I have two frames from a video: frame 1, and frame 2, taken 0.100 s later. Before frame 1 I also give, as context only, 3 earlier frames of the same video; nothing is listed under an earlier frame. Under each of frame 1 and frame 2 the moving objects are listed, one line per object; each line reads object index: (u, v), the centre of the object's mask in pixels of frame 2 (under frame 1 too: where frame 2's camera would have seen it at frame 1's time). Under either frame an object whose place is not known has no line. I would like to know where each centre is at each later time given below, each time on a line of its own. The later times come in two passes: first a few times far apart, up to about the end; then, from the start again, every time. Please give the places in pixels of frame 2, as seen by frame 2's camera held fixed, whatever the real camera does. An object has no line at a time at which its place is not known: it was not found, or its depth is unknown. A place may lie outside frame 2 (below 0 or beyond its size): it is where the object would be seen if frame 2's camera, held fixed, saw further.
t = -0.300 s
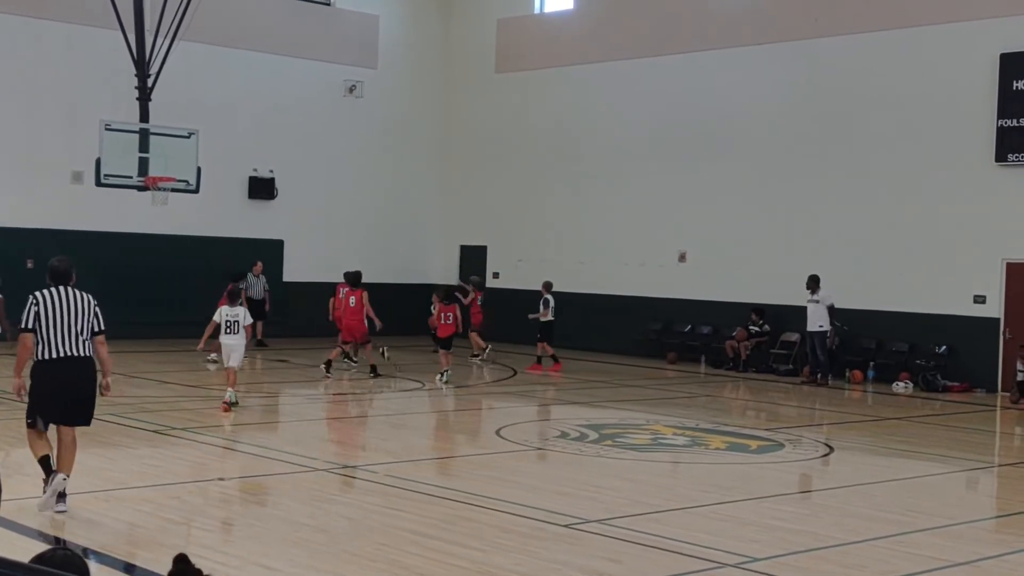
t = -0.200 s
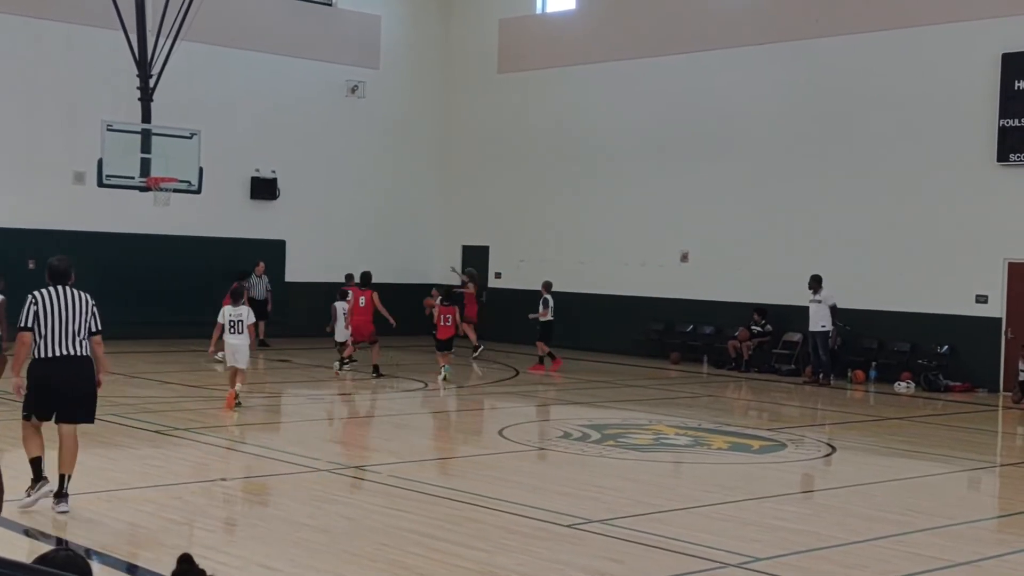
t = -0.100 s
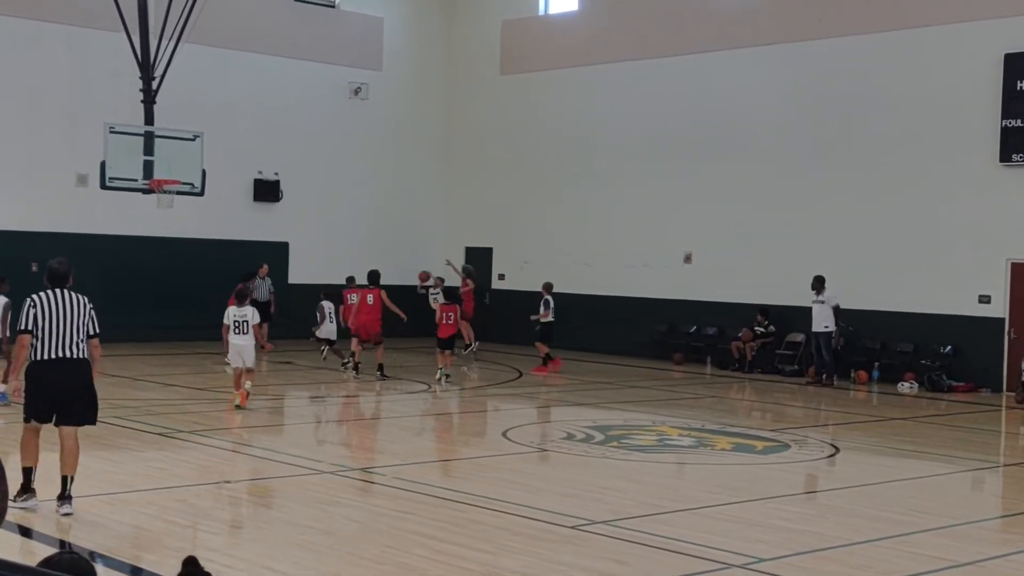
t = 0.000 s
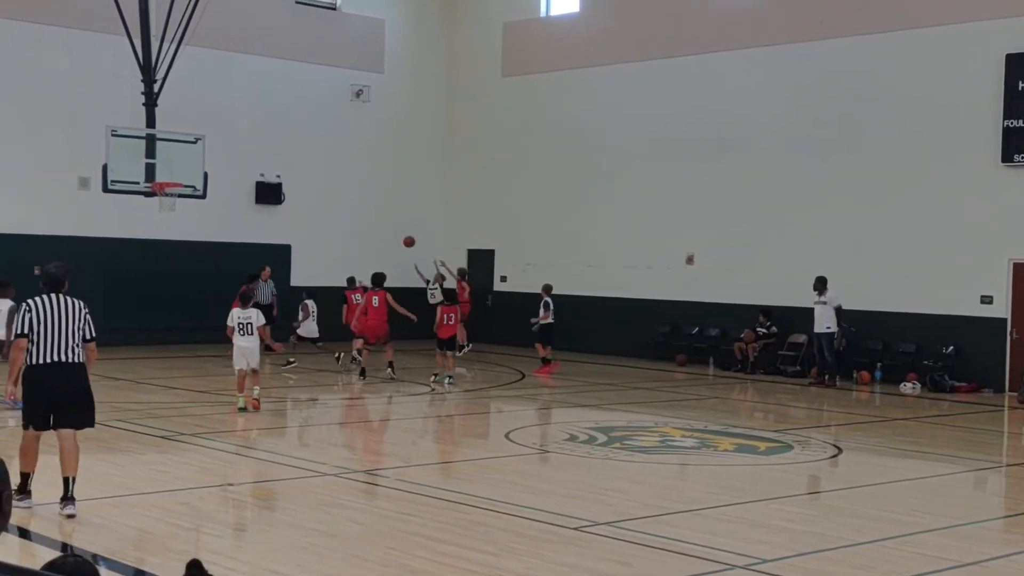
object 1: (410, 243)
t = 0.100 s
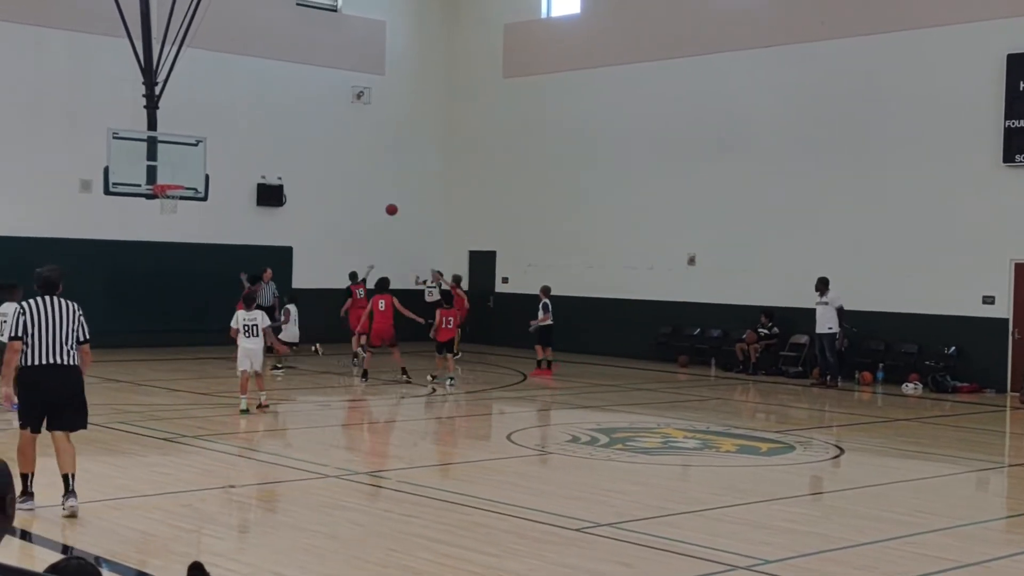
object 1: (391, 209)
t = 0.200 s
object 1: (372, 180)
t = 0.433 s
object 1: (327, 131)
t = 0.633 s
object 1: (285, 110)
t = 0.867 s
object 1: (234, 112)
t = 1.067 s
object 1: (194, 133)
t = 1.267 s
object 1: (183, 151)
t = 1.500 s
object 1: (168, 204)
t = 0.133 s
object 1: (385, 199)
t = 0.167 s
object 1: (379, 189)
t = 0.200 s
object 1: (372, 180)
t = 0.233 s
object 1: (366, 172)
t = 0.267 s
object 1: (360, 164)
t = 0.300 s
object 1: (353, 156)
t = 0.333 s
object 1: (347, 149)
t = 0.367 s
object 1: (340, 142)
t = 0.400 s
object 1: (333, 136)
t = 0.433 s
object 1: (327, 131)
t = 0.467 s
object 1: (320, 126)
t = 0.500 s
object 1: (313, 121)
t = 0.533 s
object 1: (306, 118)
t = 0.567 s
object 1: (299, 114)
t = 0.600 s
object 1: (292, 112)
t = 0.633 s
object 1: (285, 110)
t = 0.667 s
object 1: (278, 108)
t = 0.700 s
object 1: (270, 107)
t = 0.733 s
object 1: (263, 107)
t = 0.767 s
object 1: (256, 107)
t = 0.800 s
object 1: (249, 108)
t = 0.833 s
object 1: (242, 110)
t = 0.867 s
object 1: (234, 112)
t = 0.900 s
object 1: (227, 114)
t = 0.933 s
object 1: (219, 118)
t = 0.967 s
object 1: (212, 121)
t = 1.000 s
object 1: (204, 126)
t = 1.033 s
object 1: (197, 131)
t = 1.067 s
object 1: (194, 133)
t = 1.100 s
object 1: (192, 134)
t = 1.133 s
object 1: (190, 136)
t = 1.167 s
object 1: (189, 138)
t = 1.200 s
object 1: (187, 142)
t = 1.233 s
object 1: (185, 147)
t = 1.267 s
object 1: (183, 151)
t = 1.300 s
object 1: (181, 157)
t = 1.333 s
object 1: (179, 163)
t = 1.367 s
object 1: (177, 170)
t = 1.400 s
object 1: (175, 177)
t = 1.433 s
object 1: (173, 186)
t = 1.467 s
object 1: (170, 194)
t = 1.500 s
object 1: (168, 204)
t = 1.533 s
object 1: (166, 215)
